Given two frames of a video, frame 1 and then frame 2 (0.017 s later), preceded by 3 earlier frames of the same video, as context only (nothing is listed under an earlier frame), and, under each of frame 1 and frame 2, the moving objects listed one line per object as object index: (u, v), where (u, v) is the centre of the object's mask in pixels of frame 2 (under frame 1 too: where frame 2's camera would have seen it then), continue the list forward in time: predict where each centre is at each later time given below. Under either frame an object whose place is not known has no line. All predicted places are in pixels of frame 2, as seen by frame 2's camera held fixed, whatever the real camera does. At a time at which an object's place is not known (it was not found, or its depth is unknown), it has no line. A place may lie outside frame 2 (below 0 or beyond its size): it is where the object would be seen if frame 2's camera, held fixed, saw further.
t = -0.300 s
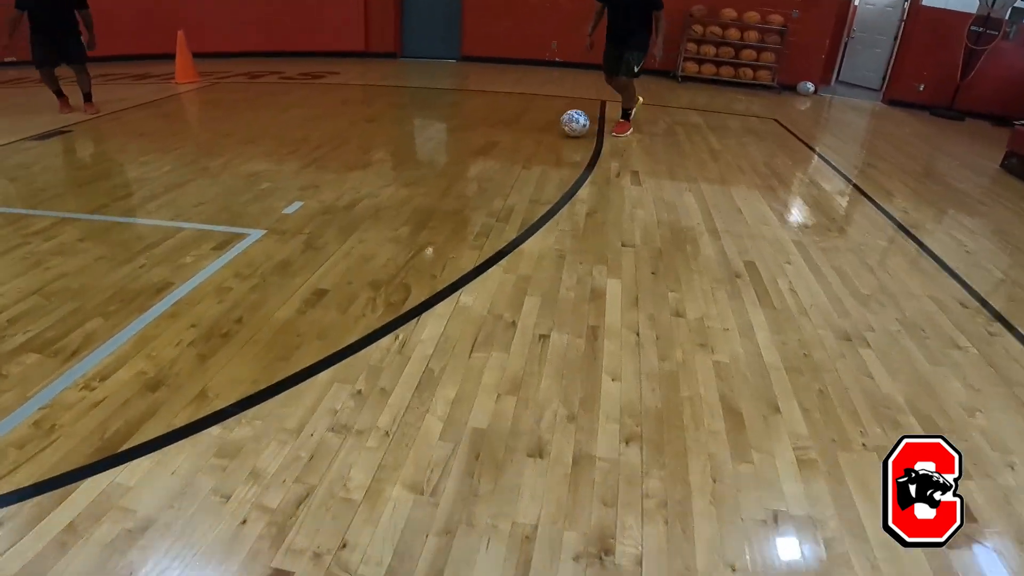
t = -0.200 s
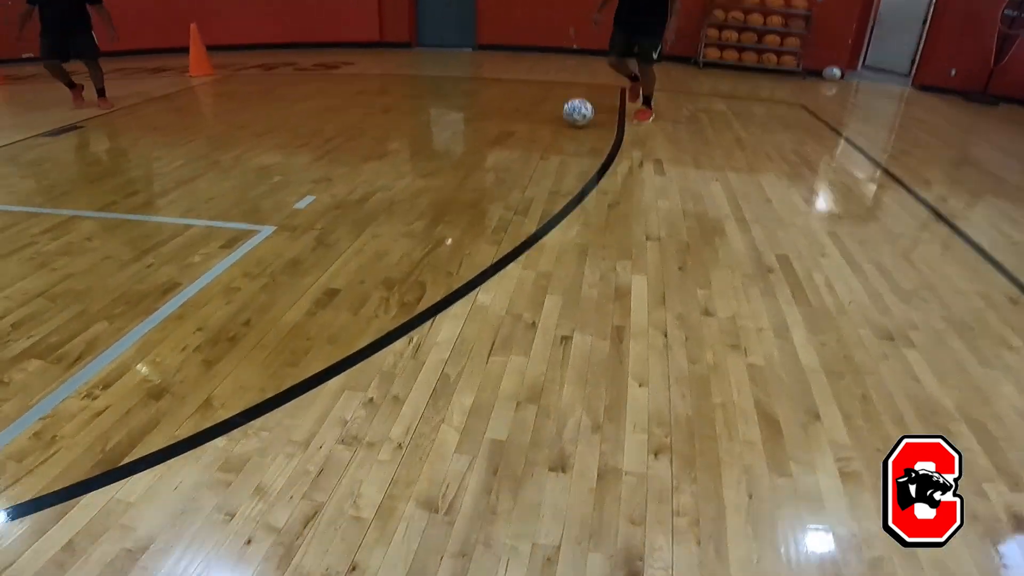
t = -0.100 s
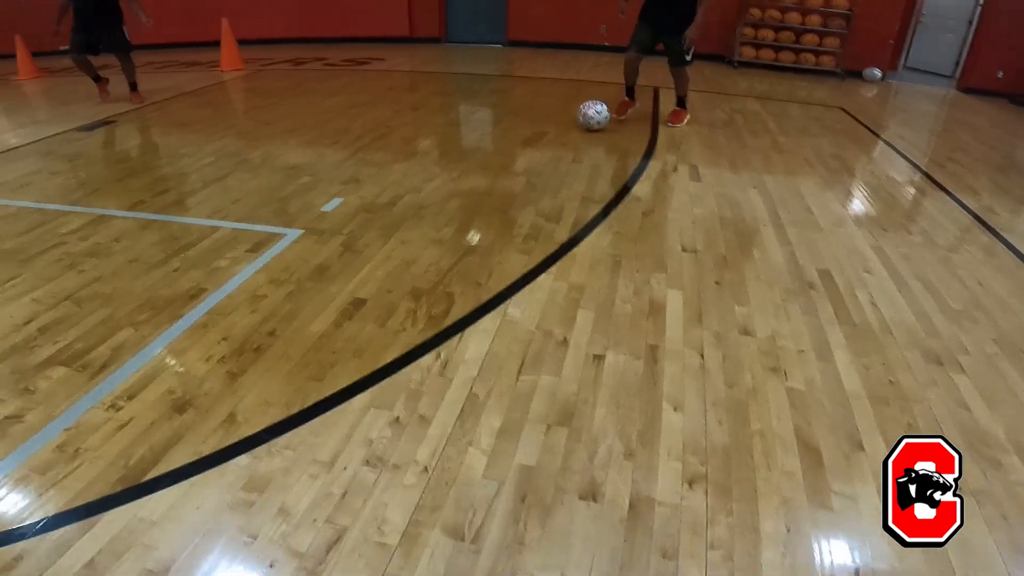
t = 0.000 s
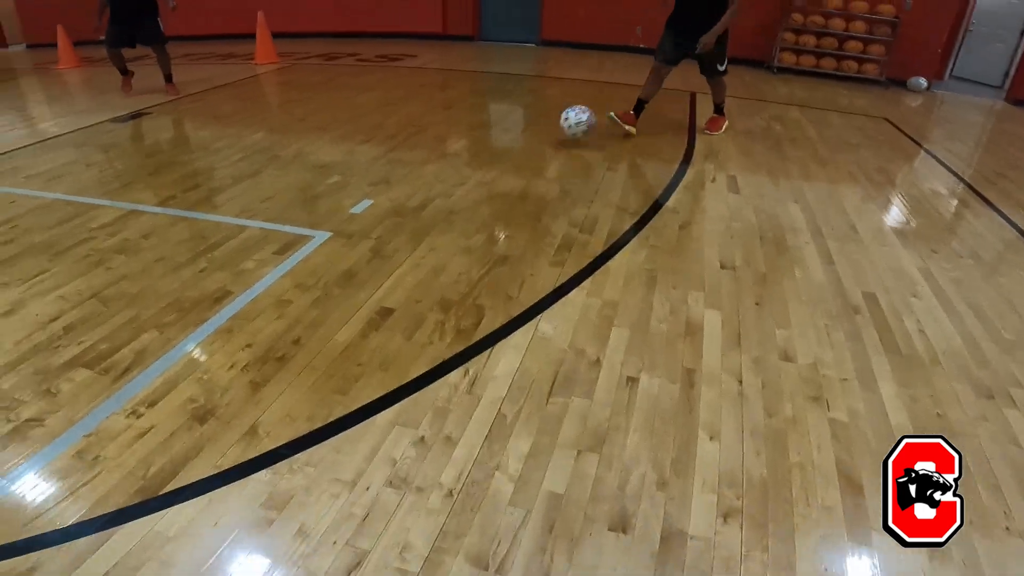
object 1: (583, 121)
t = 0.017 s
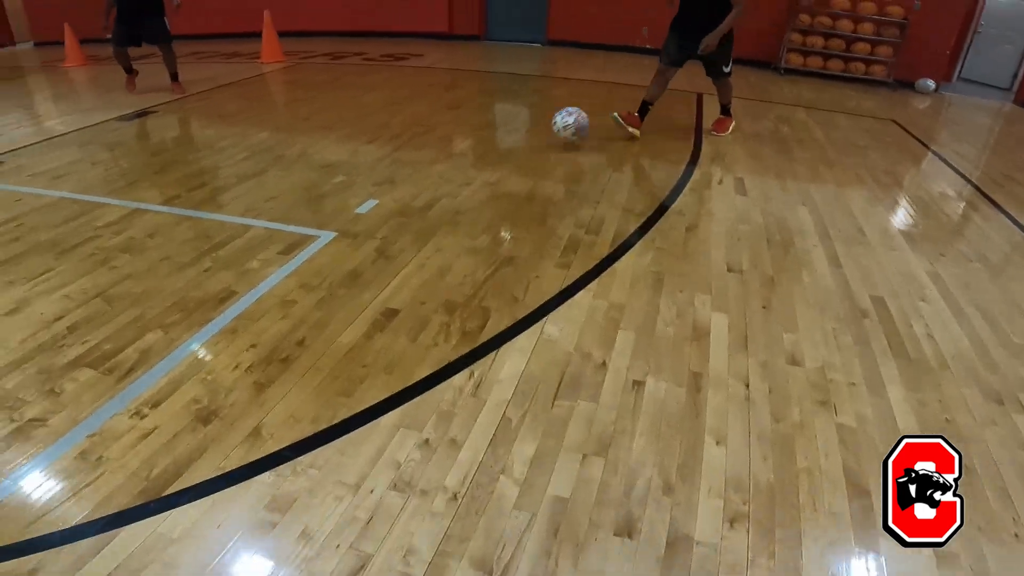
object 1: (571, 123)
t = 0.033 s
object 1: (557, 125)
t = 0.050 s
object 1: (542, 128)
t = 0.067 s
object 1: (528, 130)
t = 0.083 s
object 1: (512, 134)
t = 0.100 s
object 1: (496, 138)
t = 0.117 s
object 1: (479, 143)
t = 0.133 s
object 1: (461, 149)
